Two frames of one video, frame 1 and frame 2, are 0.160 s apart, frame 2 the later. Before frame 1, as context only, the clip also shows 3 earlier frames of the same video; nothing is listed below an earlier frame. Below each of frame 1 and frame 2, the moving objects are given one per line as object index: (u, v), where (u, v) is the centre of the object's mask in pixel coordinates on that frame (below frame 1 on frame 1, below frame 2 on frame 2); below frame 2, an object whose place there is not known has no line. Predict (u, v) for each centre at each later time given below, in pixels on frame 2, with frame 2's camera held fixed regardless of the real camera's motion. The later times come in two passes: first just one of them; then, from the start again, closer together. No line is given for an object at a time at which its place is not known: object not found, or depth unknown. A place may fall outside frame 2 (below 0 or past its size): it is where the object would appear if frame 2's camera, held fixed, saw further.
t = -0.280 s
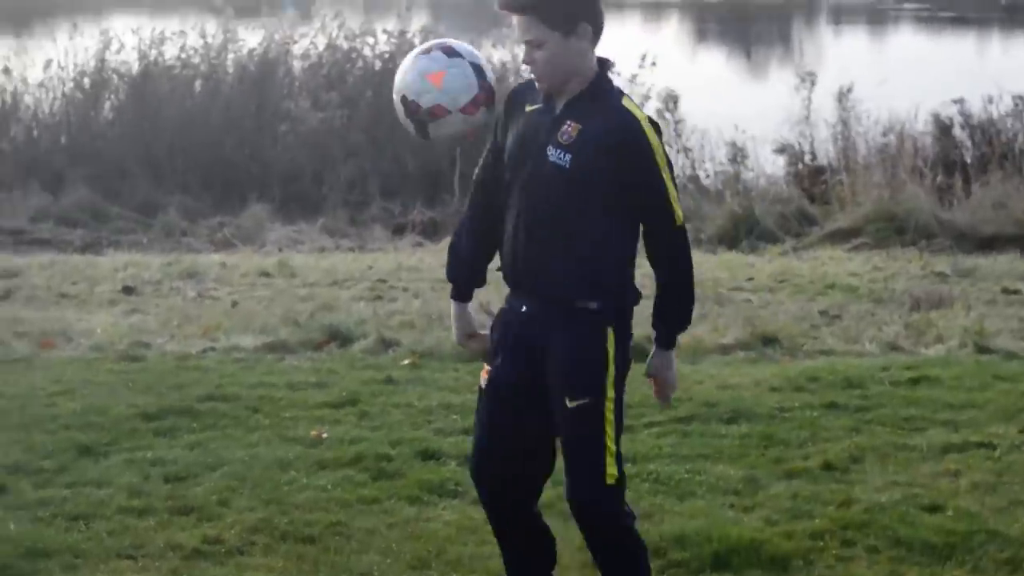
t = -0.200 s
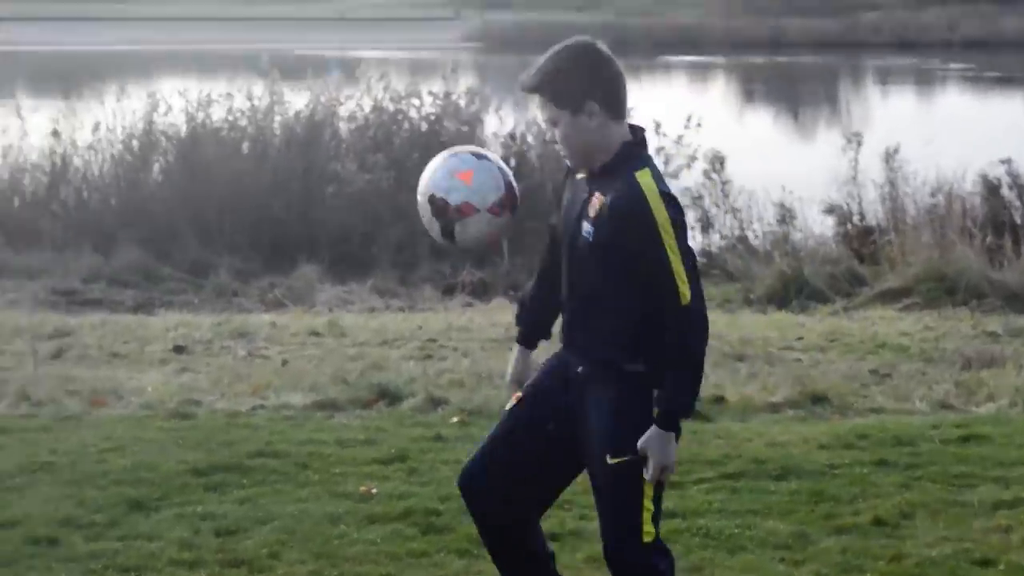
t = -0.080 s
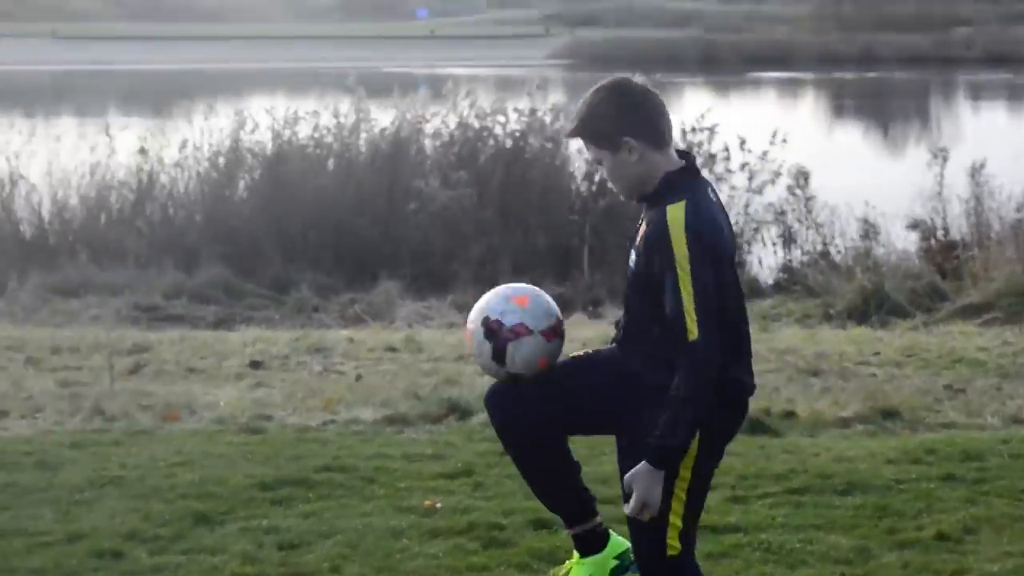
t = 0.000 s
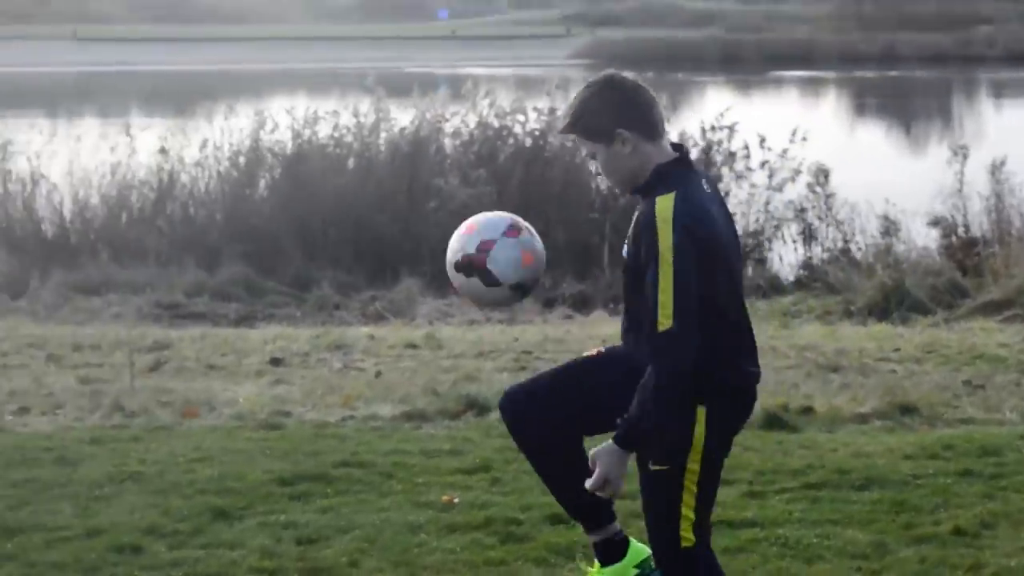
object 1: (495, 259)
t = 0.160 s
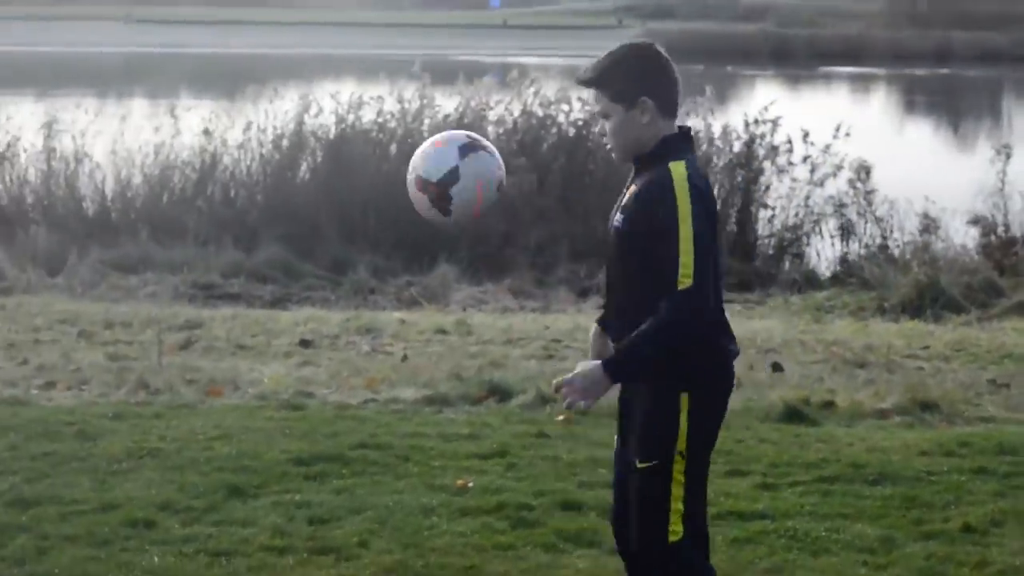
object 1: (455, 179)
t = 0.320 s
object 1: (389, 222)
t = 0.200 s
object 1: (437, 181)
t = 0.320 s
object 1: (389, 222)
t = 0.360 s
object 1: (374, 253)
